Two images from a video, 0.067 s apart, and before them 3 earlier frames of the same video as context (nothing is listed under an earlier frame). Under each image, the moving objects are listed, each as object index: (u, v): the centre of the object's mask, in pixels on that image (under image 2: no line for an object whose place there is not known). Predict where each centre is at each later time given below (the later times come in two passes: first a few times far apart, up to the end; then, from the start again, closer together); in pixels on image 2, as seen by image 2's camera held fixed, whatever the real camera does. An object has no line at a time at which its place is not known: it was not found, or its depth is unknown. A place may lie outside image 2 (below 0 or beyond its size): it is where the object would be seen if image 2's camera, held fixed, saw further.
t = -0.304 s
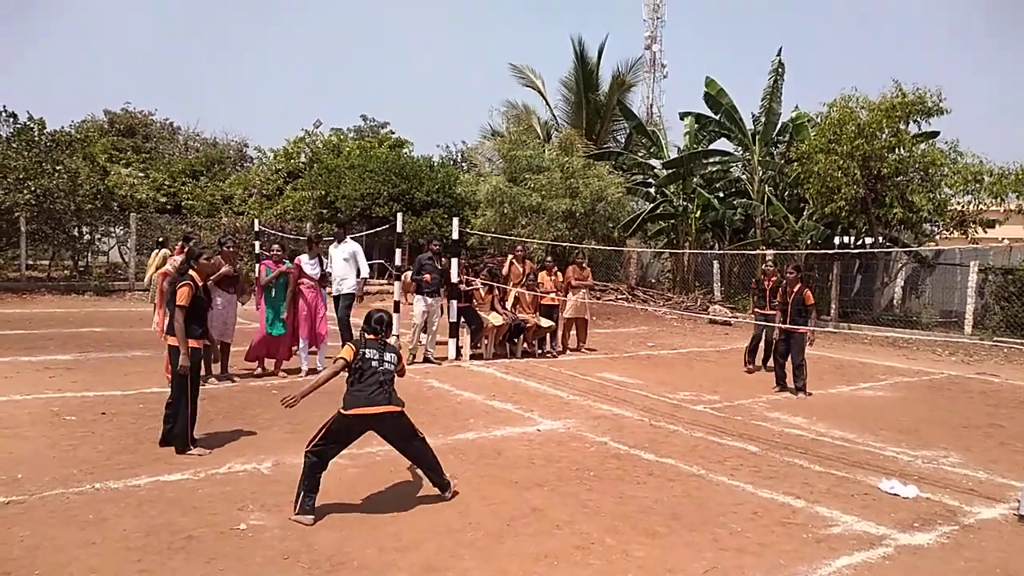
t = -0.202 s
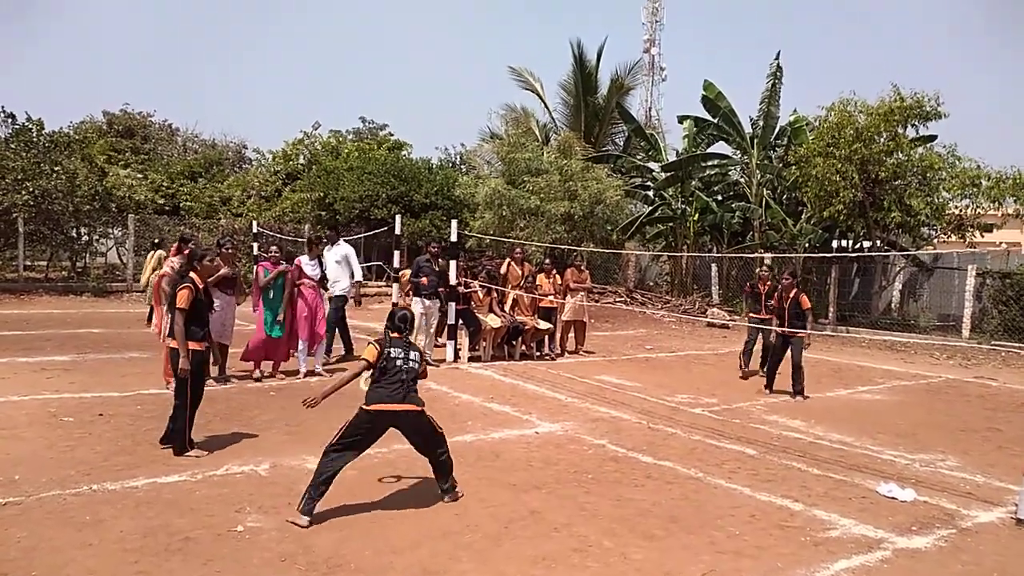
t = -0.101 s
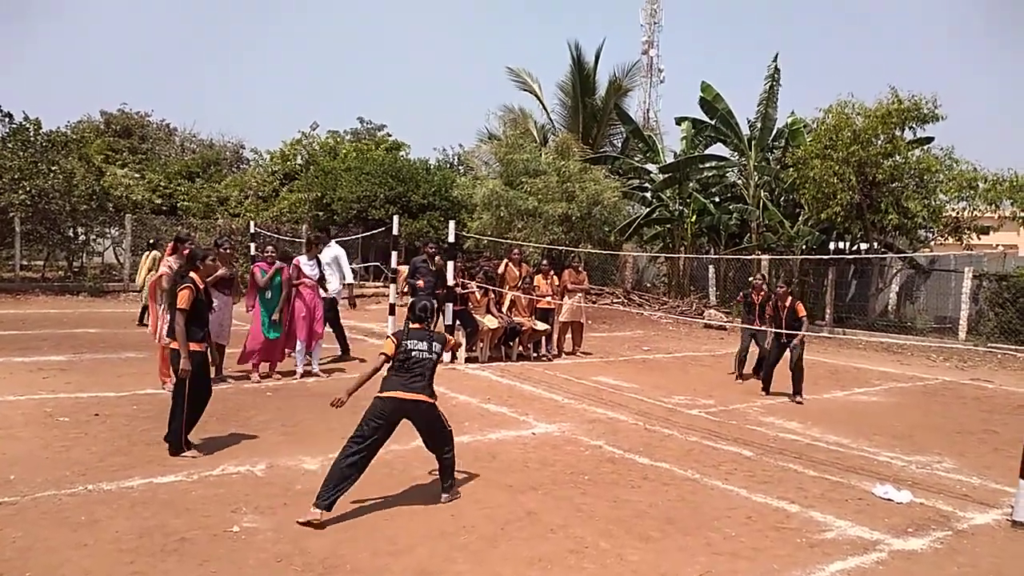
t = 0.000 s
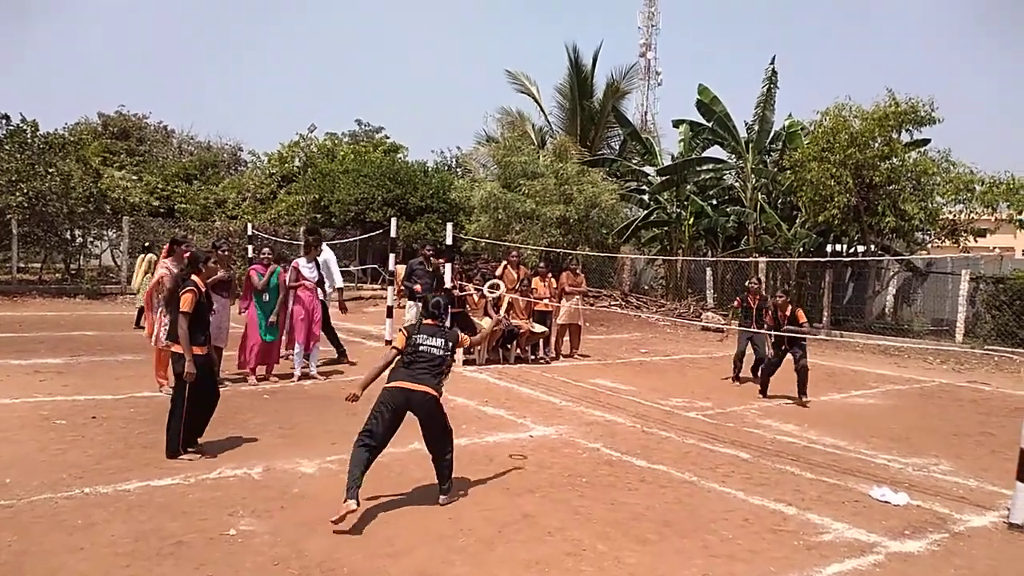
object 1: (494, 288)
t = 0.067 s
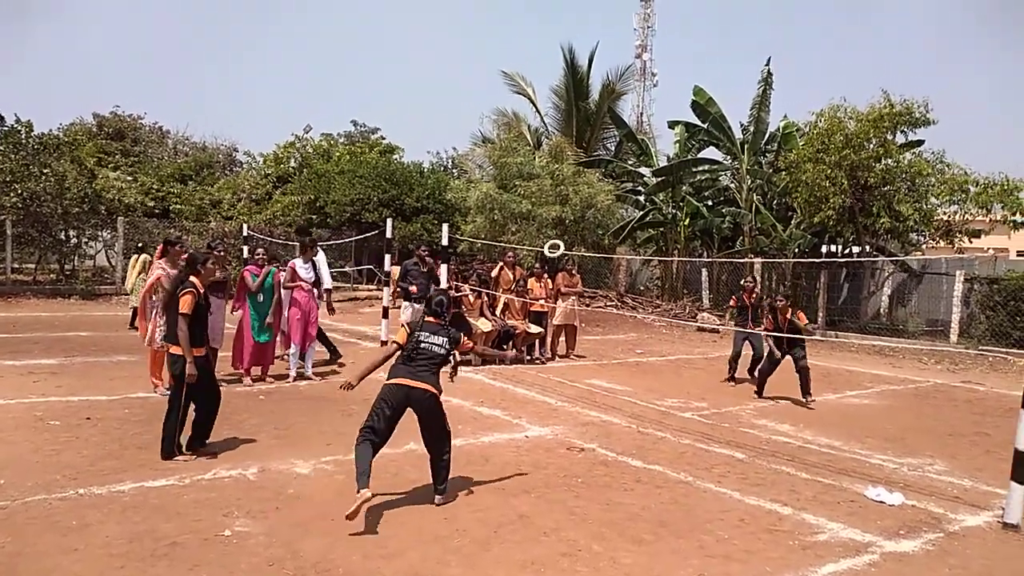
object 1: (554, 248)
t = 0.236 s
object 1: (693, 183)
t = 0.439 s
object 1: (831, 155)
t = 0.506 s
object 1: (870, 157)
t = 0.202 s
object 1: (667, 192)
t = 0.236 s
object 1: (693, 183)
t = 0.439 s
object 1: (831, 155)
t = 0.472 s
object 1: (850, 155)
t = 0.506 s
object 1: (870, 157)
